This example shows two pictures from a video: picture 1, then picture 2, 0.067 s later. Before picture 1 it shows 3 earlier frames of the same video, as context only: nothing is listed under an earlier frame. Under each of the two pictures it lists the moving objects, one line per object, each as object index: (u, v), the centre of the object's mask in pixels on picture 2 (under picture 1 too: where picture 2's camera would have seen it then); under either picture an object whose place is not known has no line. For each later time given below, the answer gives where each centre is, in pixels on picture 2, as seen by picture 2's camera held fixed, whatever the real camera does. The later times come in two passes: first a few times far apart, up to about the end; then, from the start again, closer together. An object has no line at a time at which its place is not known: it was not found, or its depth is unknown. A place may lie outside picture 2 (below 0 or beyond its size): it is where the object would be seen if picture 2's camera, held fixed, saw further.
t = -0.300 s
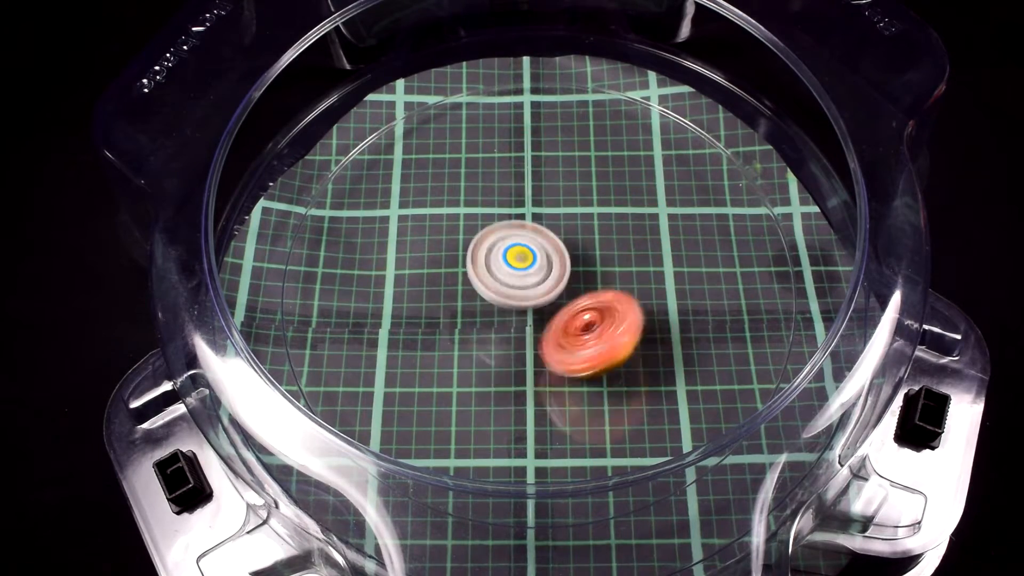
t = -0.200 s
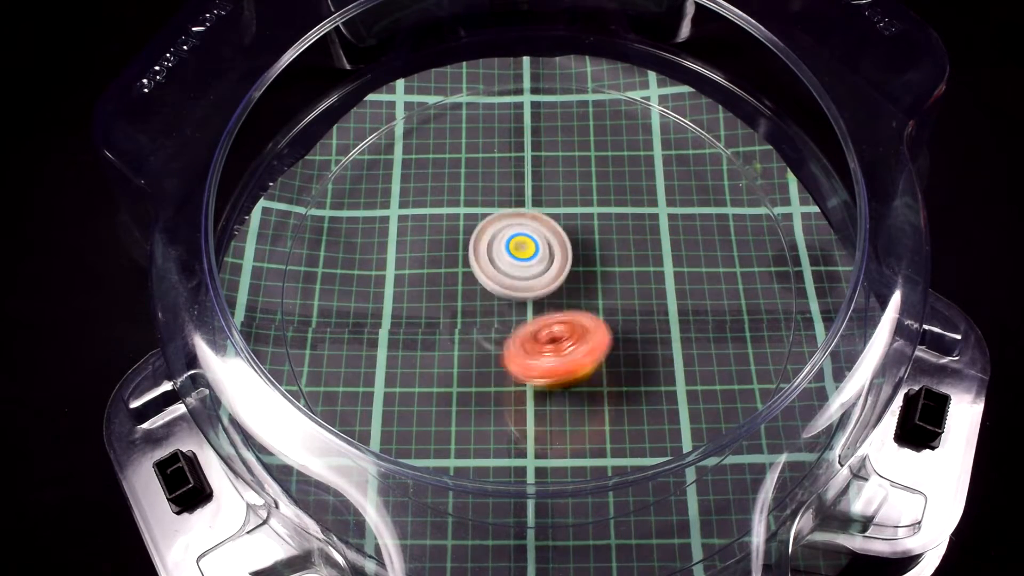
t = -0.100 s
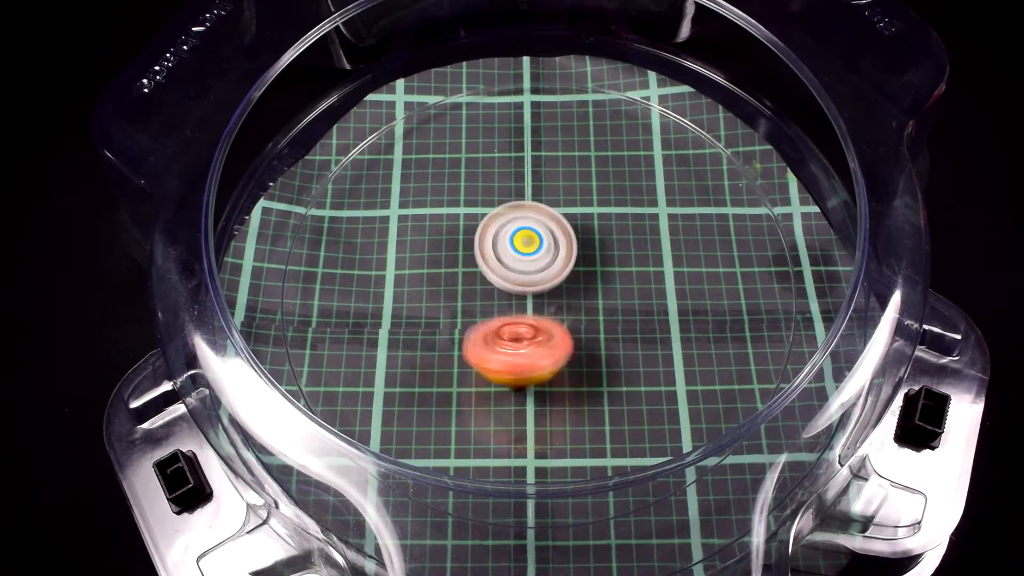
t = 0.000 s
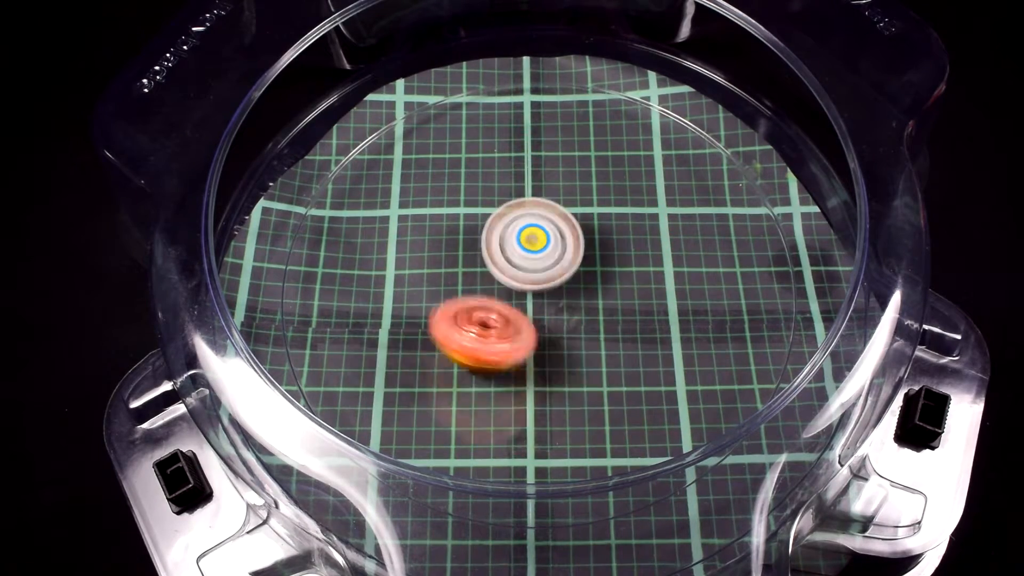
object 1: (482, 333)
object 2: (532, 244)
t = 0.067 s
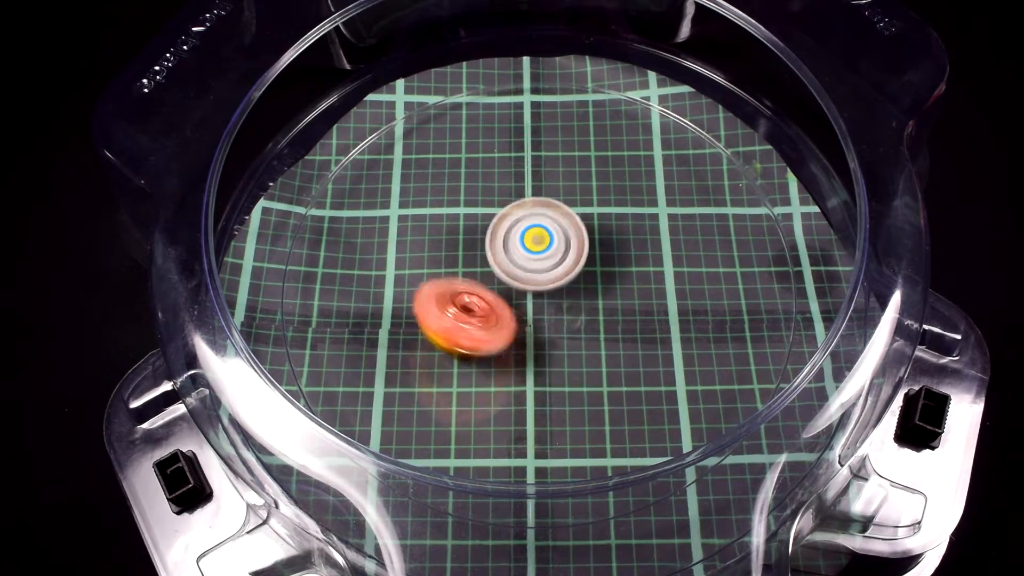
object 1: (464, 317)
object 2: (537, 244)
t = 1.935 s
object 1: (532, 198)
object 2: (563, 275)
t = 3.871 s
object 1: (499, 278)
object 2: (537, 217)
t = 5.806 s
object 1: (467, 278)
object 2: (584, 288)
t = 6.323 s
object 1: (465, 279)
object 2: (545, 251)
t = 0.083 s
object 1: (460, 312)
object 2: (538, 244)
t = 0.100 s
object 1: (456, 308)
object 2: (539, 245)
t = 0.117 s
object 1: (454, 302)
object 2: (540, 245)
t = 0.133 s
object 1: (450, 296)
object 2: (542, 246)
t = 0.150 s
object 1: (449, 291)
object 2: (543, 246)
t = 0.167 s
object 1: (447, 285)
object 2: (544, 246)
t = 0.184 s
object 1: (446, 280)
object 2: (545, 247)
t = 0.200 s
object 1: (446, 274)
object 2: (546, 248)
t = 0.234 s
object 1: (447, 263)
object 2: (548, 250)
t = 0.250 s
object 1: (447, 257)
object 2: (549, 250)
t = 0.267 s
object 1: (449, 252)
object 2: (550, 251)
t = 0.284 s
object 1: (451, 247)
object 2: (551, 252)
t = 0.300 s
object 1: (453, 242)
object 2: (552, 254)
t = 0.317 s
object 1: (456, 238)
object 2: (552, 255)
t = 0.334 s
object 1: (459, 233)
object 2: (553, 256)
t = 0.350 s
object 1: (462, 229)
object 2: (553, 258)
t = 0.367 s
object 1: (465, 225)
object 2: (554, 259)
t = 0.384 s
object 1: (469, 221)
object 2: (554, 261)
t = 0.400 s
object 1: (473, 218)
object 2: (555, 262)
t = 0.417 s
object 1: (477, 214)
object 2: (555, 263)
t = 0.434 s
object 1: (481, 211)
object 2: (555, 265)
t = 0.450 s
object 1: (487, 208)
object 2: (555, 266)
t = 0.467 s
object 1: (492, 205)
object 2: (555, 268)
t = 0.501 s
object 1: (503, 201)
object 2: (555, 270)
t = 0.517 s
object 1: (509, 200)
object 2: (554, 272)
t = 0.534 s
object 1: (515, 198)
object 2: (553, 273)
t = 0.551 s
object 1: (522, 197)
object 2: (553, 275)
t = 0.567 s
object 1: (528, 197)
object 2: (552, 276)
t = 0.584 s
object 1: (534, 196)
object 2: (552, 277)
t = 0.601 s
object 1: (541, 197)
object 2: (550, 278)
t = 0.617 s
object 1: (547, 197)
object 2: (549, 279)
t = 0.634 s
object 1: (554, 198)
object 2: (548, 281)
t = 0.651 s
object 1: (560, 200)
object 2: (548, 281)
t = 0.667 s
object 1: (567, 201)
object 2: (547, 282)
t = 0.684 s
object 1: (574, 204)
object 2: (545, 283)
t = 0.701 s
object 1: (579, 206)
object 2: (544, 284)
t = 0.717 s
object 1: (585, 209)
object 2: (542, 285)
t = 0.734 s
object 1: (590, 212)
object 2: (541, 285)
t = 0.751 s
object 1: (596, 216)
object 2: (540, 285)
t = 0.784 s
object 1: (605, 223)
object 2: (536, 286)
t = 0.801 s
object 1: (610, 228)
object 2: (535, 286)
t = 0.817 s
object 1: (613, 233)
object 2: (534, 286)
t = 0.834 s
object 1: (617, 238)
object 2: (533, 286)
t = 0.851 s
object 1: (620, 244)
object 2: (531, 286)
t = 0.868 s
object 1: (622, 248)
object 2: (530, 286)
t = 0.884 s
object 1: (625, 254)
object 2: (529, 286)
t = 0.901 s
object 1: (626, 260)
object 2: (528, 285)
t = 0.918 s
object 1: (628, 265)
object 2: (527, 284)
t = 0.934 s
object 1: (628, 271)
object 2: (526, 284)
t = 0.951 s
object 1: (628, 276)
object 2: (525, 283)
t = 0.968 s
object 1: (628, 282)
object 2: (525, 283)
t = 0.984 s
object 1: (628, 287)
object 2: (523, 282)
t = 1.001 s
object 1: (626, 293)
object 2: (523, 281)
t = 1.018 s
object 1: (624, 298)
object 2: (522, 281)
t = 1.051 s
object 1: (619, 308)
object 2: (522, 279)
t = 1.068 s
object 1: (616, 313)
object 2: (521, 278)
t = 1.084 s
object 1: (613, 317)
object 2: (521, 277)
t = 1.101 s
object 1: (608, 322)
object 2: (521, 276)
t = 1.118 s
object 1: (604, 326)
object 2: (521, 275)
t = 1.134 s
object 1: (599, 330)
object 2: (521, 274)
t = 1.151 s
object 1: (594, 334)
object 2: (521, 273)
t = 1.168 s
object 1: (589, 336)
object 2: (521, 272)
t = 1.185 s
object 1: (584, 339)
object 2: (522, 271)
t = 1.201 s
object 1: (577, 342)
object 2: (522, 270)
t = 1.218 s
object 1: (571, 344)
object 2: (523, 269)
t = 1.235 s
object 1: (565, 346)
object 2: (523, 268)
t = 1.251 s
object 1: (558, 346)
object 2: (524, 267)
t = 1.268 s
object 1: (552, 347)
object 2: (524, 266)
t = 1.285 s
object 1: (545, 348)
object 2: (525, 265)
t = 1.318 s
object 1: (532, 346)
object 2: (527, 263)
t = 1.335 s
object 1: (526, 345)
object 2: (528, 262)
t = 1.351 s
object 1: (519, 343)
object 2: (529, 261)
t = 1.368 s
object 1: (513, 342)
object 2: (531, 261)
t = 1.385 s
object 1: (507, 339)
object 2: (533, 259)
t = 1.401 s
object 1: (501, 336)
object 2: (534, 258)
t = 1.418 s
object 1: (495, 333)
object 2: (536, 257)
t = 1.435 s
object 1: (490, 329)
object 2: (538, 256)
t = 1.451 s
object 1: (485, 325)
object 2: (540, 256)
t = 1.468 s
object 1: (481, 320)
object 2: (542, 255)
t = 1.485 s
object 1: (477, 316)
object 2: (544, 254)
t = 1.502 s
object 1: (473, 312)
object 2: (545, 254)
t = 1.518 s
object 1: (470, 306)
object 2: (548, 254)
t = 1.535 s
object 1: (467, 300)
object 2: (550, 253)
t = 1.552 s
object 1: (465, 295)
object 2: (551, 253)
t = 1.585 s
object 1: (462, 284)
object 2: (555, 254)
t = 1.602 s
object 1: (462, 278)
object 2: (556, 254)
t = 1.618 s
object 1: (461, 273)
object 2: (558, 254)
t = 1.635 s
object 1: (462, 268)
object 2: (559, 255)
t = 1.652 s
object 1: (463, 262)
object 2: (560, 256)
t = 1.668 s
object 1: (463, 257)
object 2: (561, 256)
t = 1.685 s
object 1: (465, 252)
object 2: (562, 257)
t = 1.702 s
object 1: (467, 247)
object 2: (562, 258)
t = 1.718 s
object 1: (470, 242)
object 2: (563, 258)
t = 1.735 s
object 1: (473, 237)
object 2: (564, 259)
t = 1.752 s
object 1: (475, 233)
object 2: (564, 260)
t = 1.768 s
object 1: (479, 229)
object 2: (564, 260)
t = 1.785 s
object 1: (483, 225)
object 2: (565, 261)
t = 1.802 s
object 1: (486, 221)
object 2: (565, 262)
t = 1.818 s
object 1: (491, 218)
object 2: (565, 263)
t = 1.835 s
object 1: (495, 214)
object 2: (565, 264)
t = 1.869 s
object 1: (506, 208)
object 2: (565, 266)
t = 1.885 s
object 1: (512, 205)
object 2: (564, 267)
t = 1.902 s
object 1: (517, 203)
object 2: (564, 267)
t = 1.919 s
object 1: (523, 201)
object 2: (563, 269)
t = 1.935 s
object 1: (532, 198)
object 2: (563, 275)
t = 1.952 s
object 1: (539, 194)
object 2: (560, 281)
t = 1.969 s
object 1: (546, 190)
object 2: (558, 287)
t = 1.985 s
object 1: (553, 186)
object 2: (557, 292)
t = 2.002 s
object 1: (559, 182)
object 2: (556, 297)
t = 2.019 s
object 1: (565, 181)
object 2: (554, 302)
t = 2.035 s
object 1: (571, 180)
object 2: (553, 307)
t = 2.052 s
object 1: (577, 180)
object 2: (553, 310)
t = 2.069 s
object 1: (581, 181)
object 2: (550, 314)
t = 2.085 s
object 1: (586, 183)
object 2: (548, 319)
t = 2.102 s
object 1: (591, 186)
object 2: (547, 322)
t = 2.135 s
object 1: (599, 192)
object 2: (543, 329)
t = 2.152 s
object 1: (603, 196)
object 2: (542, 332)
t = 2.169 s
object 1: (606, 200)
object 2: (540, 334)
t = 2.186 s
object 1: (609, 205)
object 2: (537, 336)
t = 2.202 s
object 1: (611, 209)
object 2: (536, 337)
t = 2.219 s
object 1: (612, 214)
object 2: (535, 337)
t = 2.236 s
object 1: (614, 219)
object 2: (533, 338)
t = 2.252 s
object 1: (614, 225)
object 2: (532, 338)
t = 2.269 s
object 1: (614, 231)
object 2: (531, 337)
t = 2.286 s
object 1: (614, 236)
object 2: (529, 337)
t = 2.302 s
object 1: (613, 243)
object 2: (529, 336)
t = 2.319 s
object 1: (612, 248)
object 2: (528, 335)
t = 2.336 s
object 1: (610, 255)
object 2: (527, 333)
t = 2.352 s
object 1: (607, 261)
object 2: (526, 332)
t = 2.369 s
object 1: (605, 267)
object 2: (525, 330)
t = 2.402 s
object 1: (601, 276)
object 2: (517, 328)
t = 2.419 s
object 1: (603, 280)
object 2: (512, 327)
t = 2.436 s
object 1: (602, 282)
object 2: (504, 326)
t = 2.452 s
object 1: (603, 288)
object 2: (499, 324)
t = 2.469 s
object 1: (602, 293)
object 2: (496, 322)
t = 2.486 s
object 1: (601, 296)
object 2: (492, 320)
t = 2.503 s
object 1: (599, 301)
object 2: (487, 318)
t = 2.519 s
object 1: (597, 303)
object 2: (483, 314)
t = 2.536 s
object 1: (595, 305)
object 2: (480, 311)
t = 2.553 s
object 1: (591, 308)
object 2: (476, 308)
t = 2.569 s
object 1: (589, 310)
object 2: (474, 303)
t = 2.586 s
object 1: (585, 312)
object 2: (471, 300)
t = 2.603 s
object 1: (581, 313)
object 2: (469, 297)
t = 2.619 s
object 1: (576, 315)
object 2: (467, 292)
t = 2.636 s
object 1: (571, 317)
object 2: (465, 288)
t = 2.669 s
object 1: (561, 318)
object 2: (463, 280)
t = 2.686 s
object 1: (558, 318)
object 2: (460, 274)
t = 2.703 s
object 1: (553, 319)
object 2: (460, 270)
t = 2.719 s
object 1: (550, 318)
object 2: (460, 264)
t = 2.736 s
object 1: (546, 318)
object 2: (458, 260)
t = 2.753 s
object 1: (545, 320)
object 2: (456, 254)
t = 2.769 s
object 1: (543, 319)
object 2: (455, 247)
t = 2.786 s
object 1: (541, 318)
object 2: (454, 243)
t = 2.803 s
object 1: (539, 317)
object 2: (455, 239)
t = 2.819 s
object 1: (536, 315)
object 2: (455, 234)
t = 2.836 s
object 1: (534, 312)
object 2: (457, 232)
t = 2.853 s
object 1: (532, 309)
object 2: (458, 228)
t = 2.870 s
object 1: (530, 306)
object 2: (459, 225)
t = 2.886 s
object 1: (528, 302)
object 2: (461, 222)
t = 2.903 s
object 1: (528, 299)
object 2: (464, 219)
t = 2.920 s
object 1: (528, 295)
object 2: (465, 216)
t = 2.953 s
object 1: (528, 288)
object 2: (472, 210)
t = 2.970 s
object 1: (529, 285)
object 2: (475, 208)
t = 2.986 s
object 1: (530, 282)
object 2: (479, 205)
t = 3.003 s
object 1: (532, 281)
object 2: (482, 201)
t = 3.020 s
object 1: (535, 280)
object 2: (487, 199)
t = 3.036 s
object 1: (537, 279)
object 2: (492, 196)
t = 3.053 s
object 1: (539, 278)
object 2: (496, 195)
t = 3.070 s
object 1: (541, 276)
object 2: (501, 194)
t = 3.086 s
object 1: (544, 275)
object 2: (505, 193)
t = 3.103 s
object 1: (546, 273)
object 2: (509, 193)
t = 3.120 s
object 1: (548, 273)
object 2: (512, 193)
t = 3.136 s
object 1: (552, 278)
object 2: (517, 189)
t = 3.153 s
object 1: (557, 292)
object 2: (521, 181)
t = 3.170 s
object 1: (560, 306)
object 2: (523, 171)
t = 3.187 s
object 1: (565, 317)
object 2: (526, 160)
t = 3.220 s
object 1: (573, 337)
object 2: (531, 147)
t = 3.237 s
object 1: (580, 344)
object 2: (533, 143)
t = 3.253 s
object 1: (584, 356)
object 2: (538, 141)
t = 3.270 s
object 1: (585, 367)
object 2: (540, 139)
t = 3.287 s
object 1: (587, 371)
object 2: (545, 139)
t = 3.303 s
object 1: (591, 376)
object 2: (549, 140)
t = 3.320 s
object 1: (594, 384)
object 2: (551, 143)
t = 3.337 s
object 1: (595, 389)
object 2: (556, 145)
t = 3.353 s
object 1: (599, 387)
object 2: (558, 146)
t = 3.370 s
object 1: (601, 390)
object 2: (562, 150)
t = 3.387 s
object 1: (601, 394)
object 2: (565, 152)
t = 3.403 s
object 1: (601, 389)
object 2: (566, 157)
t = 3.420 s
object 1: (604, 382)
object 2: (570, 160)
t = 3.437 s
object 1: (606, 382)
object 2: (570, 164)
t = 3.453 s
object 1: (605, 382)
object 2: (572, 169)
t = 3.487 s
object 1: (598, 370)
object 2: (574, 178)
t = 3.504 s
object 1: (595, 361)
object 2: (575, 183)
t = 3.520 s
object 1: (594, 353)
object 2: (575, 186)
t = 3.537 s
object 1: (591, 348)
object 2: (574, 193)
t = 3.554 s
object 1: (587, 342)
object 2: (574, 197)
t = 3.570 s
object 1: (582, 336)
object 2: (572, 202)
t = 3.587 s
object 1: (580, 327)
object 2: (572, 207)
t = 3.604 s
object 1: (580, 319)
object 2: (570, 211)
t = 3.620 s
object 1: (577, 312)
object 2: (567, 216)
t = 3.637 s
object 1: (576, 306)
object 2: (566, 220)
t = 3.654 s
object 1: (574, 303)
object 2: (564, 221)
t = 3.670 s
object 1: (569, 301)
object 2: (564, 218)
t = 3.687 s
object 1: (564, 299)
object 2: (563, 217)
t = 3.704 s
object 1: (558, 296)
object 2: (563, 214)
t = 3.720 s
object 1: (553, 296)
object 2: (562, 213)
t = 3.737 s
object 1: (548, 294)
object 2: (561, 212)
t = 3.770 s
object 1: (536, 289)
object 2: (557, 212)
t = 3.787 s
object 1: (531, 287)
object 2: (553, 214)
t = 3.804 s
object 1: (527, 287)
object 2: (550, 216)
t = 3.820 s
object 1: (524, 285)
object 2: (545, 216)
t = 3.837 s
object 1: (517, 282)
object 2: (541, 217)
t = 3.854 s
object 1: (508, 280)
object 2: (540, 218)
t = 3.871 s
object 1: (499, 278)
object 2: (537, 217)
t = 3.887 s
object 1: (490, 278)
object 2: (538, 216)
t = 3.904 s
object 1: (480, 278)
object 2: (537, 215)
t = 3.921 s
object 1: (473, 278)
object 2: (536, 214)
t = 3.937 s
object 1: (467, 278)
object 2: (534, 212)
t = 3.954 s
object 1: (460, 277)
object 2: (531, 211)
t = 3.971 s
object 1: (455, 277)
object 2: (529, 209)
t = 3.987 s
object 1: (450, 277)
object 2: (526, 207)
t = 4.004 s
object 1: (447, 276)
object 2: (525, 205)
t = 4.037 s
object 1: (442, 277)
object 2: (522, 202)
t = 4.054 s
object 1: (440, 277)
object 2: (521, 201)
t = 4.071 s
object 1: (439, 278)
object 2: (520, 200)
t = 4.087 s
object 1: (438, 279)
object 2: (520, 200)
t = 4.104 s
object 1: (438, 279)
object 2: (519, 200)
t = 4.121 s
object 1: (436, 280)
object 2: (519, 201)
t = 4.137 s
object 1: (437, 280)
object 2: (518, 201)
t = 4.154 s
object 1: (438, 280)
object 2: (518, 202)
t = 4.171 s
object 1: (440, 280)
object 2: (517, 202)
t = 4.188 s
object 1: (441, 280)
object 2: (516, 203)
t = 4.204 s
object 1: (442, 279)
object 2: (516, 203)
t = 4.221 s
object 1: (442, 279)
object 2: (515, 204)
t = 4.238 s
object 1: (442, 279)
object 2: (515, 205)
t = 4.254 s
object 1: (444, 279)
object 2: (514, 206)
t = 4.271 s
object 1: (442, 279)
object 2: (514, 207)
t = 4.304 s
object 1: (442, 279)
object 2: (514, 209)
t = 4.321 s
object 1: (444, 279)
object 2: (516, 211)
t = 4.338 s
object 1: (443, 279)
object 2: (517, 213)
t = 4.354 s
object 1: (443, 280)
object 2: (518, 215)
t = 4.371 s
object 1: (440, 282)
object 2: (521, 215)
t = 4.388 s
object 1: (441, 283)
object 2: (526, 217)
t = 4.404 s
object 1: (441, 284)
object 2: (527, 218)
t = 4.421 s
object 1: (441, 285)
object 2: (530, 220)
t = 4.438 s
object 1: (442, 285)
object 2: (532, 222)
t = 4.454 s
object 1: (443, 285)
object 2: (534, 225)
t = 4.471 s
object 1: (443, 285)
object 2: (534, 226)
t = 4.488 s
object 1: (443, 285)
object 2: (537, 229)
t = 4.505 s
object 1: (444, 285)
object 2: (539, 232)
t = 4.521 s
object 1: (443, 285)
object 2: (540, 237)
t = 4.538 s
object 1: (444, 285)
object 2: (541, 239)
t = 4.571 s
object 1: (444, 285)
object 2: (543, 245)
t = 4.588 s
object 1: (444, 285)
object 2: (543, 250)
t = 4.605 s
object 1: (444, 285)
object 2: (544, 253)
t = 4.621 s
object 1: (444, 285)
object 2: (544, 256)
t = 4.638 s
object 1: (444, 285)
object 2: (545, 260)
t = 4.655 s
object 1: (444, 285)
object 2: (543, 264)
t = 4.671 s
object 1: (444, 285)
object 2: (544, 267)
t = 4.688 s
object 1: (444, 285)
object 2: (543, 270)
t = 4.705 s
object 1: (444, 285)
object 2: (544, 274)
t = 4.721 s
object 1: (444, 285)
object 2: (542, 277)
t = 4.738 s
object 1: (444, 285)
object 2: (541, 280)
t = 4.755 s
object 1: (444, 285)
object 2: (540, 283)
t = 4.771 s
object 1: (445, 285)
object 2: (539, 288)
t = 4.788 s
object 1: (445, 285)
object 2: (537, 290)
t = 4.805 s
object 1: (445, 285)
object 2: (535, 294)
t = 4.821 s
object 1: (445, 284)
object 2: (534, 296)
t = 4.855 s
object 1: (444, 284)
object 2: (529, 302)
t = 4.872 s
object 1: (444, 283)
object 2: (527, 305)
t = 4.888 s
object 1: (443, 283)
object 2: (525, 307)
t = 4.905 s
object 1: (443, 283)
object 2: (522, 310)
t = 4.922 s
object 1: (443, 282)
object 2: (520, 310)
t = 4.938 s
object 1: (442, 282)
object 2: (518, 313)
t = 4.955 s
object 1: (442, 282)
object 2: (517, 314)
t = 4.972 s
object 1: (442, 281)
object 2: (514, 315)
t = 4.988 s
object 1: (442, 281)
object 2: (513, 315)
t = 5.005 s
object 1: (441, 280)
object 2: (511, 316)
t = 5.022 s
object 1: (441, 280)
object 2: (510, 316)
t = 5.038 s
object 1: (441, 280)
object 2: (508, 316)
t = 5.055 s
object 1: (440, 279)
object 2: (508, 315)
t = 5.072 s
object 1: (440, 280)
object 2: (509, 315)
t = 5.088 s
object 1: (440, 279)
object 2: (508, 315)
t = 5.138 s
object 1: (439, 280)
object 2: (509, 313)
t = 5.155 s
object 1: (439, 280)
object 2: (509, 312)
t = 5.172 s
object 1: (439, 280)
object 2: (509, 311)
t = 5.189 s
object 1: (439, 281)
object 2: (510, 309)
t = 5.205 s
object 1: (439, 281)
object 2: (511, 308)
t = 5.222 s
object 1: (439, 281)
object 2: (511, 306)
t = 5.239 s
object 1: (438, 281)
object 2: (511, 304)
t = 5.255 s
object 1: (439, 282)
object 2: (512, 302)
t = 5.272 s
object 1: (439, 281)
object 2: (514, 301)
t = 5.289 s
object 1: (440, 282)
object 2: (515, 299)
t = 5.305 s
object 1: (441, 282)
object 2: (517, 297)
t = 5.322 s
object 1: (442, 283)
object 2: (519, 295)
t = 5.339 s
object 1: (443, 283)
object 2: (521, 293)
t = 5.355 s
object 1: (445, 282)
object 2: (524, 292)
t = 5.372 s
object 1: (447, 281)
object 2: (526, 292)
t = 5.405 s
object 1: (452, 279)
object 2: (532, 290)
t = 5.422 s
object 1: (455, 279)
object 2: (536, 288)
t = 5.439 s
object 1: (457, 278)
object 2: (540, 288)
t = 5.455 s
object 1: (460, 278)
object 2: (544, 287)
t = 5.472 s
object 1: (462, 278)
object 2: (548, 288)
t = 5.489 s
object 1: (464, 278)
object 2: (550, 287)
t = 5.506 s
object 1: (465, 278)
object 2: (554, 286)
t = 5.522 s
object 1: (467, 278)
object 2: (558, 285)
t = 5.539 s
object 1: (467, 278)
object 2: (561, 286)
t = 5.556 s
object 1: (467, 278)
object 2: (563, 285)
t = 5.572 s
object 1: (467, 278)
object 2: (567, 285)
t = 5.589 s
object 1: (467, 278)
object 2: (570, 285)
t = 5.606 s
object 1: (467, 278)
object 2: (572, 286)
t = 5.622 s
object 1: (467, 278)
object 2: (574, 285)
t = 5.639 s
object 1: (467, 278)
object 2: (577, 285)
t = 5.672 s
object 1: (467, 278)
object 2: (581, 286)
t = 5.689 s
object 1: (467, 278)
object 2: (581, 286)
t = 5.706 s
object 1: (467, 278)
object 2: (583, 286)
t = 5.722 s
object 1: (467, 278)
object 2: (585, 286)
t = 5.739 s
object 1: (467, 278)
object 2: (586, 287)
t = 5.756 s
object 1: (467, 278)
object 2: (586, 288)
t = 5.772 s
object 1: (467, 278)
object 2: (586, 288)
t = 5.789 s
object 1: (467, 278)
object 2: (584, 288)
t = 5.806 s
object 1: (467, 278)
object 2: (584, 288)
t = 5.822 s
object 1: (467, 278)
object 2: (582, 287)
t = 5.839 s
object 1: (467, 278)
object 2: (582, 286)
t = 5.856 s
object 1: (467, 278)
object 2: (582, 286)
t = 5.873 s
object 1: (467, 278)
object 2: (582, 286)
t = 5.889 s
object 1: (467, 278)
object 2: (581, 286)
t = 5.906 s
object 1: (467, 278)
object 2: (580, 284)
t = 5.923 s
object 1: (467, 278)
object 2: (580, 284)
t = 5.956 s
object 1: (467, 278)
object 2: (577, 284)
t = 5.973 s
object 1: (467, 278)
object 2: (576, 283)
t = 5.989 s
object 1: (467, 278)
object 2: (575, 282)
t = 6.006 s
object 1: (467, 278)
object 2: (574, 282)
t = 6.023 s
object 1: (467, 278)
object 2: (572, 282)
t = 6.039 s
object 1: (467, 278)
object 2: (569, 280)
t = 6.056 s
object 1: (467, 278)
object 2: (567, 279)
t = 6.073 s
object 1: (467, 278)
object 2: (566, 278)
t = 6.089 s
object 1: (467, 278)
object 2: (564, 277)
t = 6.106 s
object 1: (467, 278)
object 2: (561, 275)
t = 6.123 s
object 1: (467, 278)
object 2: (560, 273)
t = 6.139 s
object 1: (467, 278)
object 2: (558, 272)
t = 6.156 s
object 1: (466, 278)
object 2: (556, 270)
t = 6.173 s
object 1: (466, 278)
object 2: (554, 268)
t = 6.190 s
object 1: (466, 278)
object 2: (552, 266)
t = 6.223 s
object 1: (466, 279)
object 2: (549, 262)
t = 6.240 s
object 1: (465, 279)
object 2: (547, 260)
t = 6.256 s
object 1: (465, 279)
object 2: (546, 258)
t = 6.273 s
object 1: (465, 279)
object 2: (546, 256)
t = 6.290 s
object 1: (465, 279)
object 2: (545, 254)
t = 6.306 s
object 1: (465, 279)
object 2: (544, 253)
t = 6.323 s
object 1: (465, 279)
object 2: (545, 251)
